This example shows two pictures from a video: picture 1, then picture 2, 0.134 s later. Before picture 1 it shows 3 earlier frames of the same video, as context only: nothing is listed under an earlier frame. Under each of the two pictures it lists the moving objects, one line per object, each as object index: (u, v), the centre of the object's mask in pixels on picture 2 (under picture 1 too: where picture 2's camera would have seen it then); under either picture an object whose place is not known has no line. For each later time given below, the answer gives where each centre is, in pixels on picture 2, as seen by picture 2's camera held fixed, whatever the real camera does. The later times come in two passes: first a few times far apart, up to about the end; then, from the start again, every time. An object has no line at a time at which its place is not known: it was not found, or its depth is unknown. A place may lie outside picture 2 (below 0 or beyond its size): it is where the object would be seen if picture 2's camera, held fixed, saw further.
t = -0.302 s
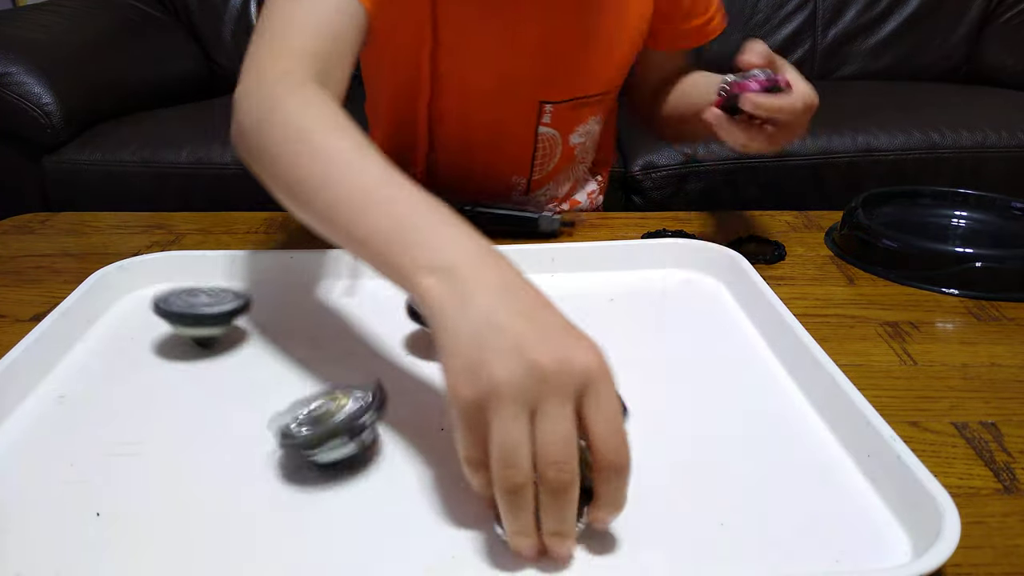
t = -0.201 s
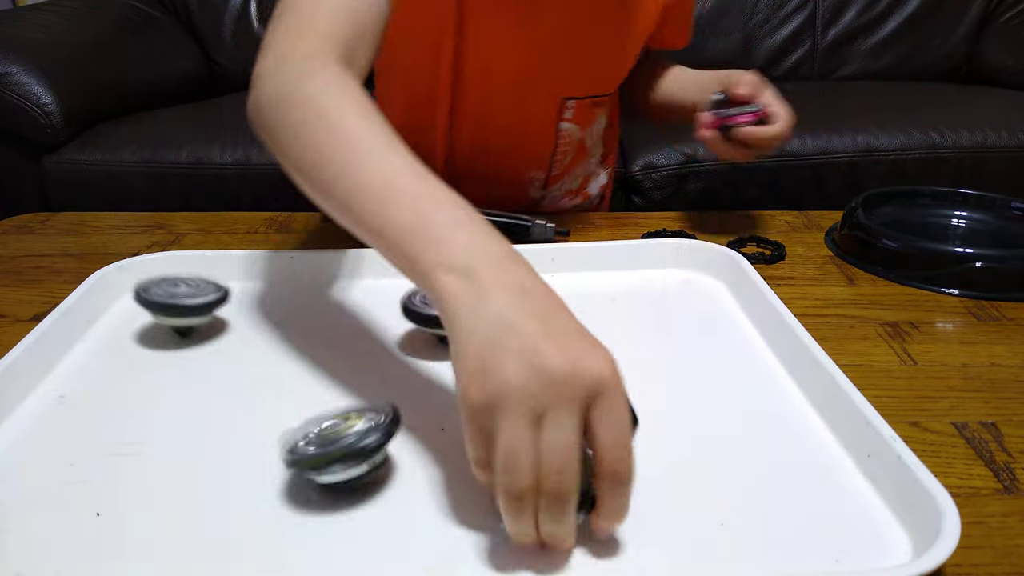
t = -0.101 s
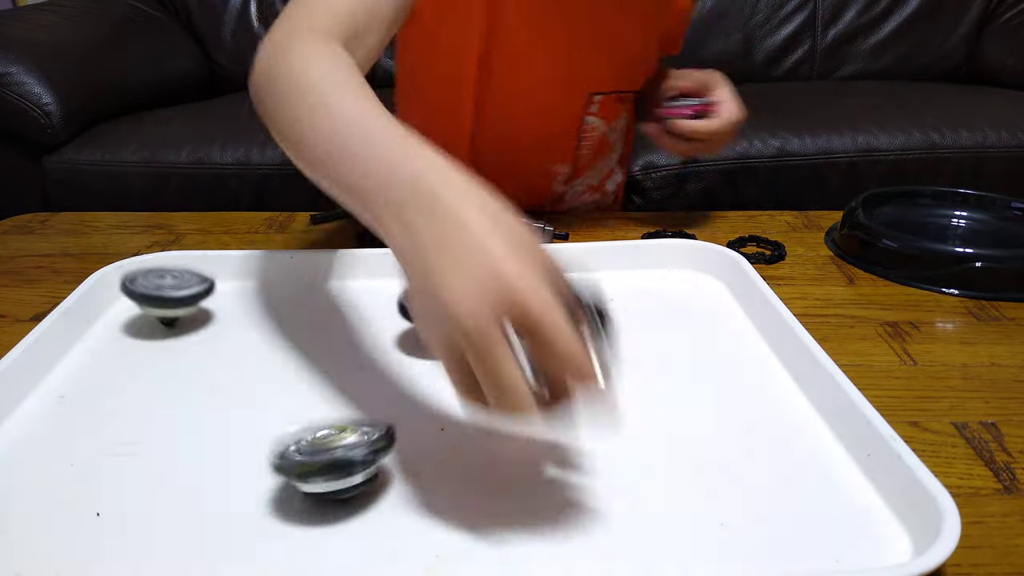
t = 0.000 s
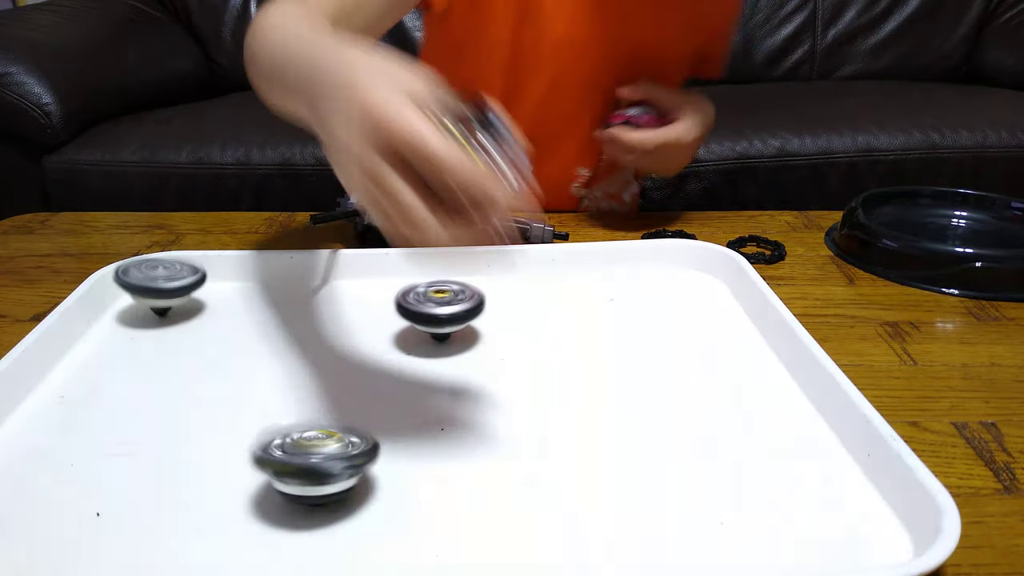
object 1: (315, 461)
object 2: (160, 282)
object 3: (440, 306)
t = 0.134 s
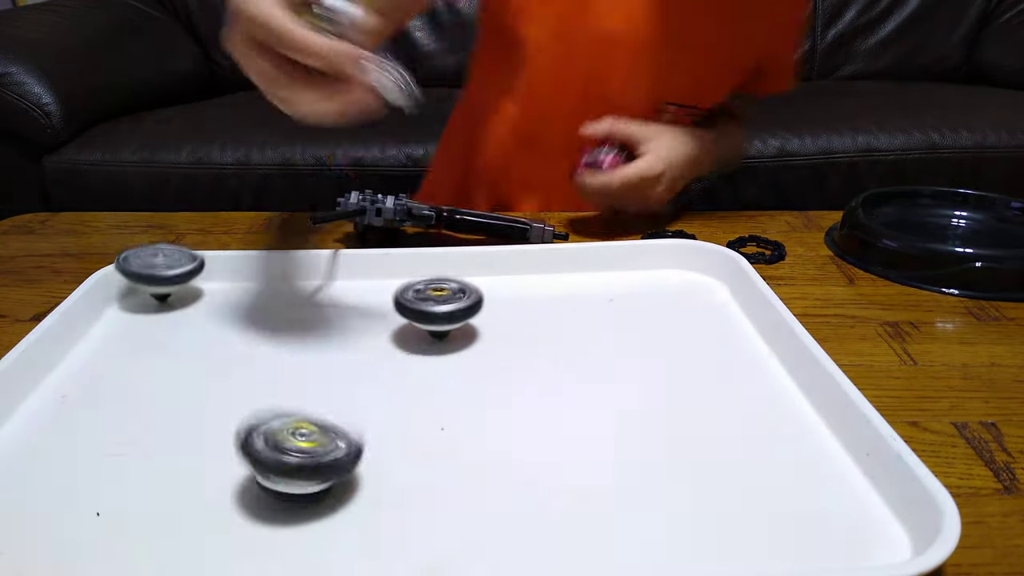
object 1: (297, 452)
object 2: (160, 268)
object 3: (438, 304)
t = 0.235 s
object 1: (296, 441)
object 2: (165, 261)
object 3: (438, 302)
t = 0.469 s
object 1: (311, 436)
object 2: (180, 266)
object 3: (443, 299)
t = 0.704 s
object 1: (305, 450)
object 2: (206, 268)
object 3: (450, 297)
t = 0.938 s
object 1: (302, 445)
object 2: (227, 276)
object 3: (458, 299)
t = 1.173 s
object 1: (307, 448)
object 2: (239, 287)
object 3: (462, 302)
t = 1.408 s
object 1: (302, 463)
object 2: (239, 302)
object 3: (462, 307)
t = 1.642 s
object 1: (295, 459)
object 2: (224, 319)
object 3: (456, 312)
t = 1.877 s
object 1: (298, 464)
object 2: (193, 332)
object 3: (445, 314)
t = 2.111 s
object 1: (287, 473)
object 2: (155, 342)
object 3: (434, 314)
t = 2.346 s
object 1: (292, 459)
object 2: (120, 345)
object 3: (426, 312)
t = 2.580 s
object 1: (301, 470)
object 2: (96, 341)
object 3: (423, 309)
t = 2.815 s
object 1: (302, 473)
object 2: (86, 333)
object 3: (426, 306)
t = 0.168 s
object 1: (298, 450)
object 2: (161, 265)
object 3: (438, 303)
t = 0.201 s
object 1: (296, 445)
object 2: (163, 262)
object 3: (438, 303)
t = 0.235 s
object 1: (296, 441)
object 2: (165, 261)
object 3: (438, 302)
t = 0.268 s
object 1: (300, 440)
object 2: (165, 264)
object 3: (438, 302)
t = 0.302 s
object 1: (301, 435)
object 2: (166, 265)
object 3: (439, 301)
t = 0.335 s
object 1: (302, 436)
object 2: (167, 266)
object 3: (440, 300)
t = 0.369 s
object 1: (307, 434)
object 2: (169, 266)
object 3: (440, 300)
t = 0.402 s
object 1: (306, 434)
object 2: (172, 266)
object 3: (441, 300)
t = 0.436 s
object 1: (307, 436)
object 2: (176, 266)
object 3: (442, 299)
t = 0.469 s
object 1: (311, 436)
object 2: (180, 266)
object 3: (443, 299)
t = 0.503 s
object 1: (310, 439)
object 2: (184, 266)
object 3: (443, 298)
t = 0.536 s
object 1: (310, 440)
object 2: (187, 266)
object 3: (445, 299)
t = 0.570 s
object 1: (312, 441)
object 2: (191, 267)
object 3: (445, 298)
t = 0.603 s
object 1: (311, 443)
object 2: (195, 267)
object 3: (447, 298)
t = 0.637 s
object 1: (310, 447)
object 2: (198, 267)
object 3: (448, 298)
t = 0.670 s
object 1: (310, 449)
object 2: (202, 268)
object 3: (449, 297)
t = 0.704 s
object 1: (305, 450)
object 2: (206, 268)
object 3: (450, 297)
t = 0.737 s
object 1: (304, 452)
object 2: (209, 269)
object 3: (451, 297)
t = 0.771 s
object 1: (303, 453)
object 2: (213, 270)
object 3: (453, 297)
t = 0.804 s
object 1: (302, 450)
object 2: (216, 271)
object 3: (454, 297)
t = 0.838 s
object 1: (301, 450)
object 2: (219, 272)
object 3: (455, 298)
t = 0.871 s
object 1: (300, 448)
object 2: (222, 273)
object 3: (456, 298)
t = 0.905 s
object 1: (301, 446)
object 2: (224, 274)
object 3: (457, 298)
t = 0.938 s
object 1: (302, 445)
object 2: (227, 276)
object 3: (458, 299)
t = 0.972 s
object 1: (301, 444)
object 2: (229, 277)
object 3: (459, 299)
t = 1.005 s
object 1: (304, 443)
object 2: (232, 279)
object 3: (459, 300)
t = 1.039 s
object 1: (304, 442)
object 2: (234, 280)
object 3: (460, 300)
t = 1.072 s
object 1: (304, 444)
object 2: (236, 282)
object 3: (461, 301)
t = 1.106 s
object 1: (307, 443)
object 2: (237, 284)
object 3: (462, 301)
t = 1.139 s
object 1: (306, 445)
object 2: (238, 286)
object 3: (462, 302)
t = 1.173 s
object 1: (307, 448)
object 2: (239, 287)
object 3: (462, 302)
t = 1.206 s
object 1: (311, 448)
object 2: (240, 290)
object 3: (463, 303)
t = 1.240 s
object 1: (310, 450)
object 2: (241, 291)
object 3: (463, 304)
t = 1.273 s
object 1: (310, 453)
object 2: (241, 294)
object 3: (463, 304)
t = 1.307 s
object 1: (308, 454)
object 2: (241, 296)
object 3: (462, 305)
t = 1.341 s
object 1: (307, 456)
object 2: (240, 298)
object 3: (462, 306)
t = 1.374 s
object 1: (306, 460)
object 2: (240, 300)
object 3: (462, 307)
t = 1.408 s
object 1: (302, 463)
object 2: (239, 302)
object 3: (462, 307)
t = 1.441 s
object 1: (301, 461)
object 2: (237, 305)
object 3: (461, 308)
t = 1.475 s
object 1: (296, 461)
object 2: (236, 307)
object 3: (460, 309)
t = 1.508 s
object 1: (293, 461)
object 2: (234, 310)
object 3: (460, 310)
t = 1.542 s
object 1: (294, 462)
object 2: (232, 312)
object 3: (459, 310)
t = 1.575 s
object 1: (293, 460)
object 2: (230, 314)
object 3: (458, 310)
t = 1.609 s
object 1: (294, 461)
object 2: (227, 316)
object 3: (457, 311)
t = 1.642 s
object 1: (295, 459)
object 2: (224, 319)
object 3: (456, 312)
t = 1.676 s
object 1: (295, 460)
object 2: (220, 321)
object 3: (455, 312)
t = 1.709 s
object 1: (294, 458)
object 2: (217, 322)
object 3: (454, 312)
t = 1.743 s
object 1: (295, 458)
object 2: (213, 324)
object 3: (452, 313)
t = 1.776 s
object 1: (299, 458)
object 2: (208, 326)
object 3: (450, 313)
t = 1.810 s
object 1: (298, 461)
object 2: (204, 328)
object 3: (449, 314)
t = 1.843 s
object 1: (296, 464)
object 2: (199, 330)
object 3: (447, 314)
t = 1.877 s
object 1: (298, 464)
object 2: (193, 332)
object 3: (445, 314)
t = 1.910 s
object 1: (297, 466)
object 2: (188, 334)
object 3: (443, 314)
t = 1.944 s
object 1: (295, 467)
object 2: (182, 336)
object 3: (442, 315)
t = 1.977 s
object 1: (293, 471)
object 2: (177, 337)
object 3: (440, 314)
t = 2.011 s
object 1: (292, 470)
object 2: (171, 339)
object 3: (439, 315)
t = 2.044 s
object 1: (289, 471)
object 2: (165, 339)
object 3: (437, 314)
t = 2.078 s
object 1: (287, 473)
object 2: (161, 341)
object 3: (435, 315)
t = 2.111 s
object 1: (287, 473)
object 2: (155, 342)
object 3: (434, 314)
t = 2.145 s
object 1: (284, 469)
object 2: (150, 343)
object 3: (433, 314)
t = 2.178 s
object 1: (284, 468)
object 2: (145, 343)
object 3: (431, 314)
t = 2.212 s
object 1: (283, 467)
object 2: (140, 344)
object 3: (430, 314)
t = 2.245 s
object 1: (288, 466)
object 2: (135, 344)
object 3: (429, 314)
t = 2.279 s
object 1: (287, 465)
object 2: (129, 344)
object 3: (427, 313)
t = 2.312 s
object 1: (288, 463)
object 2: (125, 344)
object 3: (427, 313)
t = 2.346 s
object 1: (292, 459)
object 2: (120, 345)
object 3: (426, 312)
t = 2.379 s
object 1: (291, 463)
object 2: (116, 344)
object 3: (425, 312)
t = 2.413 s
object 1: (292, 463)
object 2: (112, 344)
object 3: (424, 311)
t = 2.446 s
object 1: (295, 464)
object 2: (108, 344)
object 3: (424, 311)
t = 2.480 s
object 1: (300, 464)
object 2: (104, 343)
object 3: (423, 310)
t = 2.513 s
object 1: (300, 467)
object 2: (101, 343)
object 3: (423, 310)
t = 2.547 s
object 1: (300, 469)
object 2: (98, 342)
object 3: (423, 310)
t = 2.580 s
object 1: (301, 470)
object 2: (96, 341)
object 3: (423, 309)
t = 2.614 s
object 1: (303, 472)
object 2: (93, 340)
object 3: (423, 308)
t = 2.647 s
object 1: (301, 472)
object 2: (92, 339)
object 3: (423, 308)
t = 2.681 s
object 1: (298, 476)
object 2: (90, 338)
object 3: (424, 308)
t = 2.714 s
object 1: (298, 475)
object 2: (88, 337)
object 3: (424, 307)
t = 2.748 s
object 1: (300, 476)
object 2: (87, 336)
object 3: (424, 307)
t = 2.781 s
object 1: (301, 473)
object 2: (87, 334)
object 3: (425, 307)
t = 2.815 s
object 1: (302, 473)
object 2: (86, 333)
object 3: (426, 306)
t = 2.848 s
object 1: (305, 471)
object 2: (86, 332)
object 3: (426, 306)
